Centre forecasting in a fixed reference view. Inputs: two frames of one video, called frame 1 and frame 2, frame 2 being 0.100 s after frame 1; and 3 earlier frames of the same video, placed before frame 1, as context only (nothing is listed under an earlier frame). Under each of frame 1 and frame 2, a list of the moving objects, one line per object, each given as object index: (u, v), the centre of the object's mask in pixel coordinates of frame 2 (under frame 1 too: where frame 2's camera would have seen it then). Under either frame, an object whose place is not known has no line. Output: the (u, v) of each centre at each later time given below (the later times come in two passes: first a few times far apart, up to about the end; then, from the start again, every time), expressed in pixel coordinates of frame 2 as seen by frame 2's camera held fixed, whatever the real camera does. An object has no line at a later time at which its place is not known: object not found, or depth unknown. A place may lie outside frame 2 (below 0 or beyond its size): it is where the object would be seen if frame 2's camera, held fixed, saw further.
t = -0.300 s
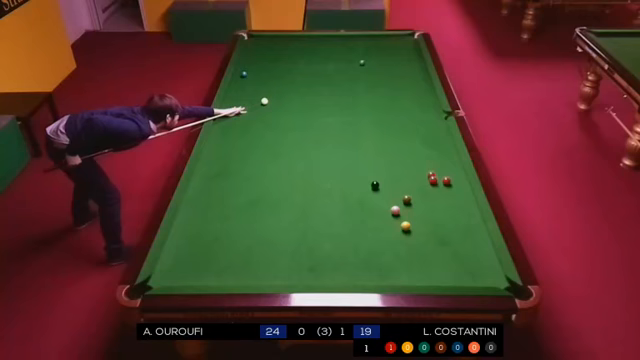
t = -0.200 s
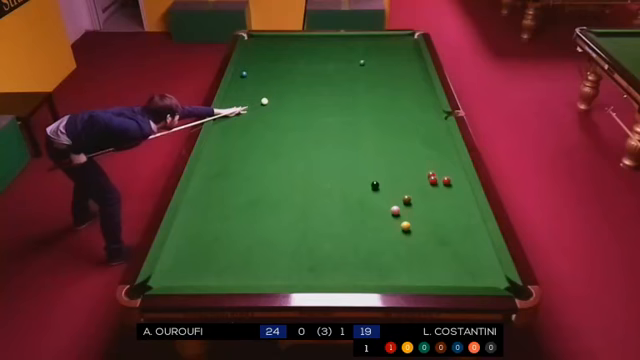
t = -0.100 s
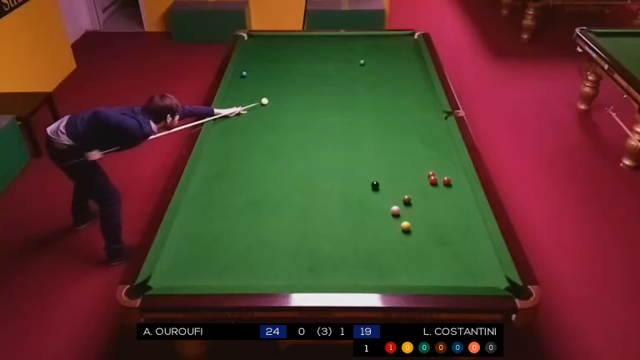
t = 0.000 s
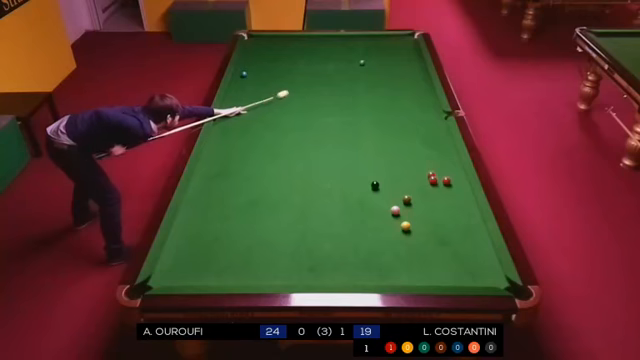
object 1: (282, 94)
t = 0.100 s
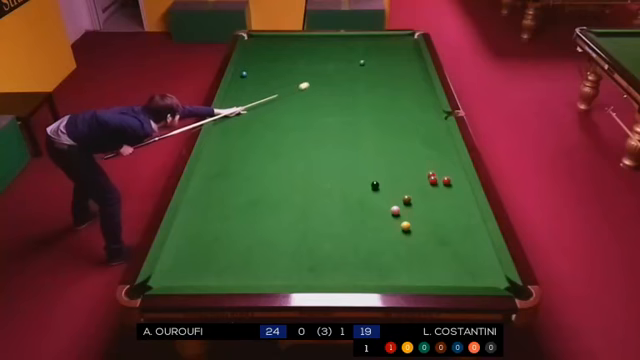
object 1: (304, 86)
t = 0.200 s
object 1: (321, 78)
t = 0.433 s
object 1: (357, 64)
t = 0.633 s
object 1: (366, 63)
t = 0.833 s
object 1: (377, 61)
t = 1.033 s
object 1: (387, 59)
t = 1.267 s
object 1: (398, 57)
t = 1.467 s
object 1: (407, 55)
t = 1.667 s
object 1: (415, 53)
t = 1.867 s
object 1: (415, 52)
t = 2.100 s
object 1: (408, 51)
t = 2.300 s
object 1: (403, 50)
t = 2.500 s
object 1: (399, 49)
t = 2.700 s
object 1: (394, 48)
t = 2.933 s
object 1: (389, 47)
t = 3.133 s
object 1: (386, 47)
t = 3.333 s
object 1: (383, 46)
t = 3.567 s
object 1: (380, 46)
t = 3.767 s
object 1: (377, 45)
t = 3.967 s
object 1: (375, 45)
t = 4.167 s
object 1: (373, 44)
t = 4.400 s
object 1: (372, 44)
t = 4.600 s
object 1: (371, 44)
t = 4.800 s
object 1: (371, 44)
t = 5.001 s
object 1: (371, 44)
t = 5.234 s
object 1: (371, 44)
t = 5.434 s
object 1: (371, 44)
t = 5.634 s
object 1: (371, 44)
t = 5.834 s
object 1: (371, 44)
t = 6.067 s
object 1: (371, 44)
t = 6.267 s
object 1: (371, 44)
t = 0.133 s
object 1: (310, 83)
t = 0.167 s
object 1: (316, 81)
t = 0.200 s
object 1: (321, 78)
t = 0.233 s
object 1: (327, 76)
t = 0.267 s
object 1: (332, 74)
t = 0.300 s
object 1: (337, 72)
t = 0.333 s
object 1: (342, 70)
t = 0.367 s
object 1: (348, 68)
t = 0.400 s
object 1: (353, 66)
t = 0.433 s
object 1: (357, 64)
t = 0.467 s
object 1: (359, 64)
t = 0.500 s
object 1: (360, 64)
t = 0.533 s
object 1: (361, 64)
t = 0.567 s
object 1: (363, 64)
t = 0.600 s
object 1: (365, 63)
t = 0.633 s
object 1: (366, 63)
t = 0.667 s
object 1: (368, 62)
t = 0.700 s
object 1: (370, 62)
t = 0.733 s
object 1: (372, 62)
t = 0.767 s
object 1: (373, 61)
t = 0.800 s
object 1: (375, 61)
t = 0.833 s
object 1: (377, 61)
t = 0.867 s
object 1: (379, 61)
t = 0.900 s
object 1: (380, 60)
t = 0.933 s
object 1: (382, 60)
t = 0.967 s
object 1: (384, 59)
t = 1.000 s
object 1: (385, 59)
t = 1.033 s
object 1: (387, 59)
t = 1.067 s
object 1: (389, 58)
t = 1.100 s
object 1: (390, 58)
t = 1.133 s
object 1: (392, 58)
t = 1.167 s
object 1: (393, 58)
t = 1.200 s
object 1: (395, 57)
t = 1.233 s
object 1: (397, 57)
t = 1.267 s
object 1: (398, 57)
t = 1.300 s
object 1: (400, 56)
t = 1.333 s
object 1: (401, 56)
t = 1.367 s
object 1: (403, 56)
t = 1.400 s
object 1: (404, 55)
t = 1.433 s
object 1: (406, 55)
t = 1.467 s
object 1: (407, 55)
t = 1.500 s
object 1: (409, 55)
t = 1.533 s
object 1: (410, 54)
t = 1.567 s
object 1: (411, 54)
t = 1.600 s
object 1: (413, 54)
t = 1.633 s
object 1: (414, 53)
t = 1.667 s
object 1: (415, 53)
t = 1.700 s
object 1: (417, 53)
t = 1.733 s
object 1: (418, 53)
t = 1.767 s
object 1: (418, 52)
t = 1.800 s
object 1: (417, 52)
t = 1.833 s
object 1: (416, 52)
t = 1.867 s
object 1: (415, 52)
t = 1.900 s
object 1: (414, 52)
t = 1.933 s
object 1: (413, 52)
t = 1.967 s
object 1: (412, 51)
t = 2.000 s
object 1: (411, 51)
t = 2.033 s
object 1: (411, 51)
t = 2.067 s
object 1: (409, 51)
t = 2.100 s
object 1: (408, 51)
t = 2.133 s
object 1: (408, 50)
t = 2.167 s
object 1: (407, 50)
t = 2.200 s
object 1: (406, 50)
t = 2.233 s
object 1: (405, 50)
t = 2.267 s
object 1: (404, 50)
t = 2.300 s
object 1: (403, 50)
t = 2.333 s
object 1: (402, 49)
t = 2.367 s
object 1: (402, 49)
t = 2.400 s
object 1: (401, 49)
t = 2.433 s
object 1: (400, 49)
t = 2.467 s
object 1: (399, 49)
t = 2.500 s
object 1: (399, 49)
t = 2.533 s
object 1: (398, 49)
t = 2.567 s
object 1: (397, 49)
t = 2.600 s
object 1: (396, 48)
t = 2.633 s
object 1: (396, 48)
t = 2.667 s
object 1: (395, 48)
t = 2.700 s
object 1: (394, 48)
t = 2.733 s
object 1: (394, 48)
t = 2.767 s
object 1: (393, 48)
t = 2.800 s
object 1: (392, 48)
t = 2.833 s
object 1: (391, 48)
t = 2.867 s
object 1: (391, 47)
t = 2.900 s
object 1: (390, 48)
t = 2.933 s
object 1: (389, 47)
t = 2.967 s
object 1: (389, 47)
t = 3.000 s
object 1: (388, 47)
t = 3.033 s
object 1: (388, 47)
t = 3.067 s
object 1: (387, 47)
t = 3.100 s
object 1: (387, 47)
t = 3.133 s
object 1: (386, 47)
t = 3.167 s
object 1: (385, 47)
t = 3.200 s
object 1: (385, 47)
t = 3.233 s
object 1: (384, 47)
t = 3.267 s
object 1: (384, 46)
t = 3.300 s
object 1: (383, 46)
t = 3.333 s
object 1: (383, 46)
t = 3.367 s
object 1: (382, 46)
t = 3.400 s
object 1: (382, 46)
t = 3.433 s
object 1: (381, 46)
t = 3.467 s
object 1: (381, 46)
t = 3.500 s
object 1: (380, 46)
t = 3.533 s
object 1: (380, 46)
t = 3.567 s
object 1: (380, 46)
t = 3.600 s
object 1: (379, 46)
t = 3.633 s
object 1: (379, 46)
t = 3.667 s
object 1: (378, 46)
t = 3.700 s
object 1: (378, 45)
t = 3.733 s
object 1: (378, 45)
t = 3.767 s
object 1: (377, 45)
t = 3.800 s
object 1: (377, 45)
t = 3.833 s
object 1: (376, 45)
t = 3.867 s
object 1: (376, 45)
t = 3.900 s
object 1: (376, 45)
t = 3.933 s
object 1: (375, 45)
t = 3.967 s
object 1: (375, 45)
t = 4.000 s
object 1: (375, 45)
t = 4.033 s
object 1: (375, 45)
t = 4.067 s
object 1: (374, 45)
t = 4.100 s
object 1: (374, 44)
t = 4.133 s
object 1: (374, 45)
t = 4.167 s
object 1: (373, 44)
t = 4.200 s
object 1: (373, 44)
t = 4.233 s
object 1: (373, 44)
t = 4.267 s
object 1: (373, 44)
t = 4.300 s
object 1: (372, 44)
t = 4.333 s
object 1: (372, 44)
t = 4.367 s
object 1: (372, 44)
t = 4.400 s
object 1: (372, 44)
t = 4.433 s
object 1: (372, 44)
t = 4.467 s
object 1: (372, 44)
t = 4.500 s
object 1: (371, 44)
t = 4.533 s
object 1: (371, 44)
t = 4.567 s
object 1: (371, 44)
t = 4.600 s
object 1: (371, 44)
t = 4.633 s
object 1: (371, 44)
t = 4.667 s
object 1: (371, 44)
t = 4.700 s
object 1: (371, 44)
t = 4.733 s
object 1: (371, 44)
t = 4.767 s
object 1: (371, 44)
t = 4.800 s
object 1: (371, 44)
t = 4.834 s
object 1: (371, 44)
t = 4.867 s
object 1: (371, 44)
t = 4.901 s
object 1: (371, 44)
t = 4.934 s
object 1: (371, 44)
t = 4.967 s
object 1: (371, 44)
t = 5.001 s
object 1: (371, 44)
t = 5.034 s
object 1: (371, 44)
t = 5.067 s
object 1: (371, 44)
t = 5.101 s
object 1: (371, 44)
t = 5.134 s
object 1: (371, 44)
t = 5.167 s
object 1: (371, 44)
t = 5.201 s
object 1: (371, 44)
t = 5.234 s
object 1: (371, 44)
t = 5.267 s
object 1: (371, 44)
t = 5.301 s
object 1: (371, 44)
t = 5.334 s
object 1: (371, 44)
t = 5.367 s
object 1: (371, 44)
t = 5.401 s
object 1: (371, 44)
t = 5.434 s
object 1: (371, 44)
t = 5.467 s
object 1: (371, 44)
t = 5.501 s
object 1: (371, 44)
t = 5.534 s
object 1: (371, 44)
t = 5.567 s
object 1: (371, 44)
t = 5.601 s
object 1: (371, 44)
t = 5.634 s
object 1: (371, 44)
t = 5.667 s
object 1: (371, 44)
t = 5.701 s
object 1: (371, 44)
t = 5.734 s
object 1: (371, 44)
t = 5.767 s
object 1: (371, 44)
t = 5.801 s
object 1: (371, 44)
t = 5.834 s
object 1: (371, 44)
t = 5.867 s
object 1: (371, 44)
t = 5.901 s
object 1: (371, 44)
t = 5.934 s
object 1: (371, 44)
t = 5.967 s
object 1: (371, 44)
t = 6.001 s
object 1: (371, 44)
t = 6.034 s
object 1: (371, 44)
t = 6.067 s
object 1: (371, 44)
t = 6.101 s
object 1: (371, 44)
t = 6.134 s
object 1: (371, 44)
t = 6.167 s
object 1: (371, 44)
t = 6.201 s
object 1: (371, 44)
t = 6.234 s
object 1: (371, 44)
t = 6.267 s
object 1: (371, 44)
